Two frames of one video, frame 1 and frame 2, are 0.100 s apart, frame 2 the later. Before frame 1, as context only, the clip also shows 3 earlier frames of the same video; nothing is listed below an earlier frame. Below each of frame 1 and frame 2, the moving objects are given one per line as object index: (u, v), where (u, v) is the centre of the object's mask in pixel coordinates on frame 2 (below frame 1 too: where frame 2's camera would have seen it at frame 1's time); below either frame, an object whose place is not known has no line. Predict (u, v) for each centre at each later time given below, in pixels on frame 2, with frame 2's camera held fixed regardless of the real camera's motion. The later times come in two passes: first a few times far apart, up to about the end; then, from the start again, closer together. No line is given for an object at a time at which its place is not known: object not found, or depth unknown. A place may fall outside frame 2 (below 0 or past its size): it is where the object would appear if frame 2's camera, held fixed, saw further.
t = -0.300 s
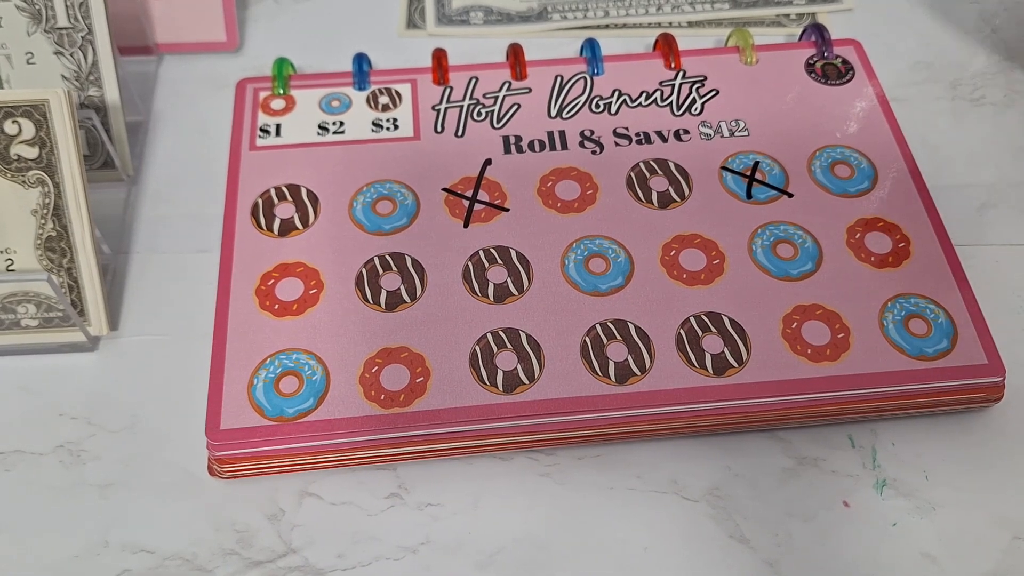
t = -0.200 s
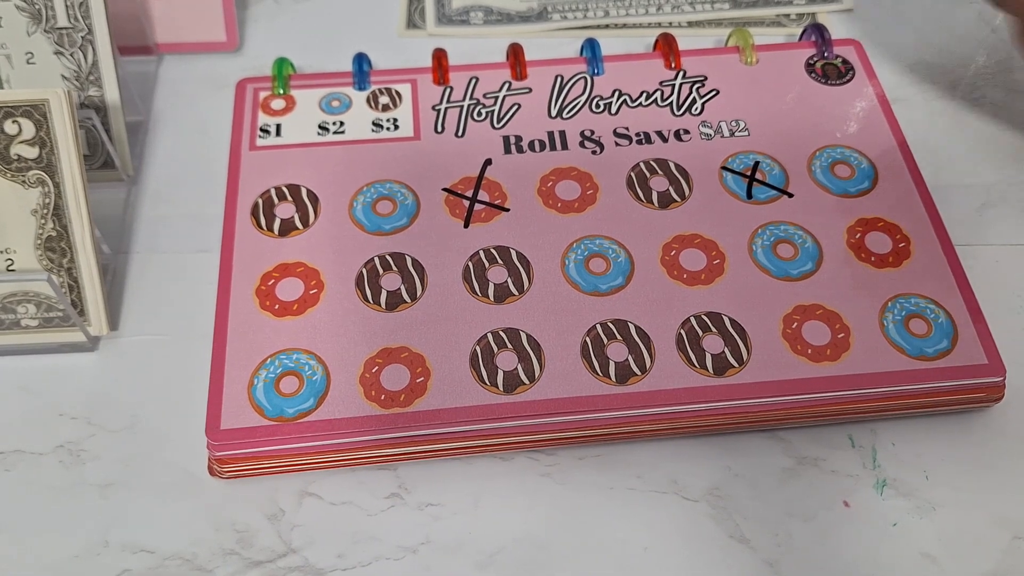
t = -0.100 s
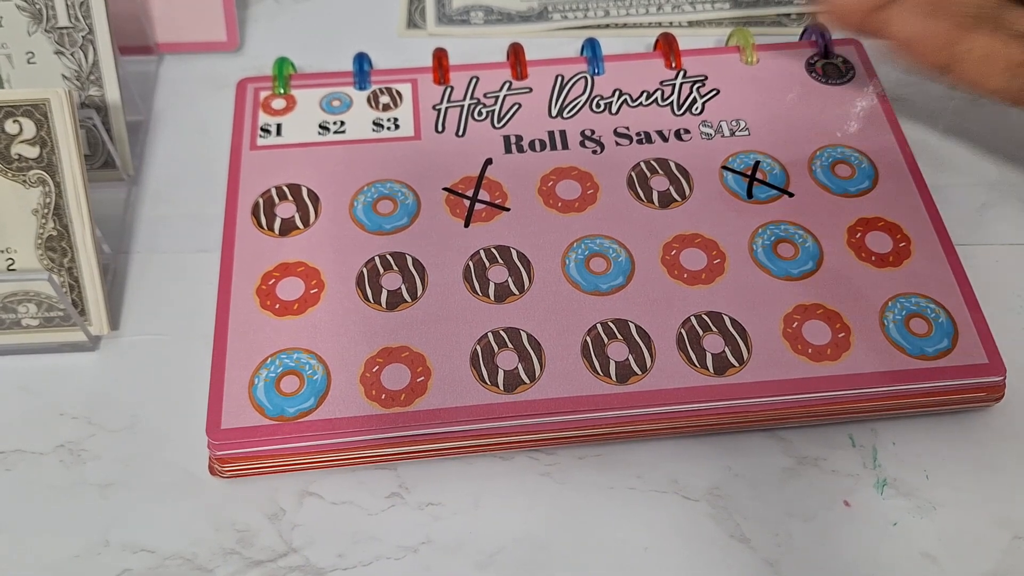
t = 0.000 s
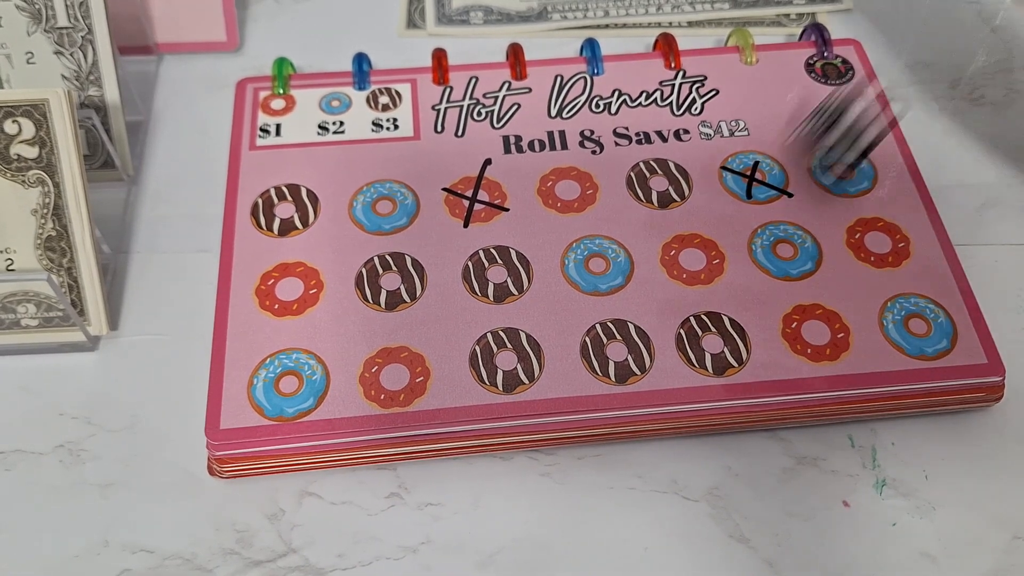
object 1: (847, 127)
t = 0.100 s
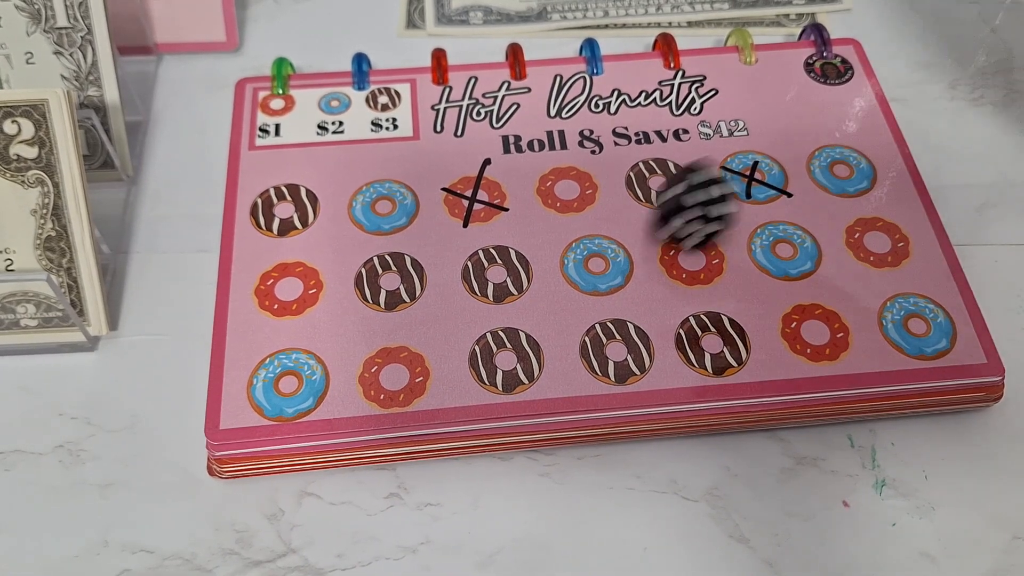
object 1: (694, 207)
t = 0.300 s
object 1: (557, 267)
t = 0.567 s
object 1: (556, 268)
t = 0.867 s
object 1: (556, 267)
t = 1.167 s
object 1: (557, 267)
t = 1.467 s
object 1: (557, 267)
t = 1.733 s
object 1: (557, 267)
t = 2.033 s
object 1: (557, 267)
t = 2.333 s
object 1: (554, 269)
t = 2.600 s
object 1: (555, 268)
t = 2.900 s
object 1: (555, 268)
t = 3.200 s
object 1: (557, 268)
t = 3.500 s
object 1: (557, 269)
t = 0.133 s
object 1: (653, 226)
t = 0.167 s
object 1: (617, 238)
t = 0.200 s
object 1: (591, 249)
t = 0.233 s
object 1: (572, 258)
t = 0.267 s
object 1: (560, 264)
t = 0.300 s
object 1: (557, 267)
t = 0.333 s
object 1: (557, 267)
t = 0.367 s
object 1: (556, 267)
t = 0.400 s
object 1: (557, 268)
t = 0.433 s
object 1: (557, 267)
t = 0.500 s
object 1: (557, 268)
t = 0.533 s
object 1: (556, 267)
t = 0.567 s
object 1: (556, 268)
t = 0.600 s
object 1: (557, 267)
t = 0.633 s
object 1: (556, 267)
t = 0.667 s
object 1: (556, 267)
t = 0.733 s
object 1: (557, 267)
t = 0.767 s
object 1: (556, 267)
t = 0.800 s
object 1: (556, 267)
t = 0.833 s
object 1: (556, 267)
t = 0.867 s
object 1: (556, 267)
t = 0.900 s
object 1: (556, 267)
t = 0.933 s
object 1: (556, 267)
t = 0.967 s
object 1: (556, 267)
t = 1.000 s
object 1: (557, 267)
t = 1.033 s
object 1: (556, 267)
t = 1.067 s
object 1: (556, 267)
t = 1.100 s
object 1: (556, 267)
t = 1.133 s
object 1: (556, 267)
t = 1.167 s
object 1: (557, 267)
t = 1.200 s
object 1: (556, 267)
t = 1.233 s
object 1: (556, 267)
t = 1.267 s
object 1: (556, 267)
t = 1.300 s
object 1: (556, 267)
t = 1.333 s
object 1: (557, 267)
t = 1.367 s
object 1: (557, 267)
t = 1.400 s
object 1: (557, 267)
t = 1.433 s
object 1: (557, 267)
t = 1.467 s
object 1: (557, 267)
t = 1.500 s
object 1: (557, 267)
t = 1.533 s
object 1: (556, 267)
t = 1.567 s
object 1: (557, 267)
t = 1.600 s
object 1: (557, 267)
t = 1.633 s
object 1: (557, 267)
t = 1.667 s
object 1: (557, 267)
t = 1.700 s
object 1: (556, 267)
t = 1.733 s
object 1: (557, 267)
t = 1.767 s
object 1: (556, 267)
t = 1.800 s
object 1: (557, 267)
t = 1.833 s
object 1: (557, 267)
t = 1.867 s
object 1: (557, 267)
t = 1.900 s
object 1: (557, 267)
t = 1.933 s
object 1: (557, 267)
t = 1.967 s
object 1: (557, 267)
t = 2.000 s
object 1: (557, 267)
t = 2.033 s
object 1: (557, 267)
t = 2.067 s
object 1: (557, 267)
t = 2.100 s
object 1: (557, 267)
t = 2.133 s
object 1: (557, 267)
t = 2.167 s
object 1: (557, 267)
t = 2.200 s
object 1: (557, 267)
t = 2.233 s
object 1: (557, 267)
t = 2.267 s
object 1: (556, 268)
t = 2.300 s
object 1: (554, 269)
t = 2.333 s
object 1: (554, 269)
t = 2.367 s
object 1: (554, 269)
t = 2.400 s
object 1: (554, 269)
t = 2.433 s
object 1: (555, 268)
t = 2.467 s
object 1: (555, 268)
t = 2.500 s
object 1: (555, 268)
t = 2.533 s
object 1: (555, 268)
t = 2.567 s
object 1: (555, 268)
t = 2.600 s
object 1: (555, 268)
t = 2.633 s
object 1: (555, 268)
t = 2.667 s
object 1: (555, 268)
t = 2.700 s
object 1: (555, 268)
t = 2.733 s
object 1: (555, 268)
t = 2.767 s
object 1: (555, 268)
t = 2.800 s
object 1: (555, 268)
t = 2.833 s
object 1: (555, 268)
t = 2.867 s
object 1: (555, 268)
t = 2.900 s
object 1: (555, 268)
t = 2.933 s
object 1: (555, 268)
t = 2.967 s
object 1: (555, 268)
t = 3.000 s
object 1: (555, 268)
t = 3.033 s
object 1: (555, 268)
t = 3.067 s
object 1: (554, 271)
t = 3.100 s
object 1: (555, 269)
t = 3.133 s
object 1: (557, 269)
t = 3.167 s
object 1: (557, 269)
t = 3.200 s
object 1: (557, 268)
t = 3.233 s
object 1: (557, 268)
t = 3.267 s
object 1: (557, 269)
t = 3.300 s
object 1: (557, 269)
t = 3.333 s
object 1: (557, 268)
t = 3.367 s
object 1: (557, 268)
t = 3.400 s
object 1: (557, 269)
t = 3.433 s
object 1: (556, 271)
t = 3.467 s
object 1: (557, 269)
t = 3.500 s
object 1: (557, 269)
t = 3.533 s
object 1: (557, 269)
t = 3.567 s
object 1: (557, 269)
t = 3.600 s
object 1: (557, 269)
